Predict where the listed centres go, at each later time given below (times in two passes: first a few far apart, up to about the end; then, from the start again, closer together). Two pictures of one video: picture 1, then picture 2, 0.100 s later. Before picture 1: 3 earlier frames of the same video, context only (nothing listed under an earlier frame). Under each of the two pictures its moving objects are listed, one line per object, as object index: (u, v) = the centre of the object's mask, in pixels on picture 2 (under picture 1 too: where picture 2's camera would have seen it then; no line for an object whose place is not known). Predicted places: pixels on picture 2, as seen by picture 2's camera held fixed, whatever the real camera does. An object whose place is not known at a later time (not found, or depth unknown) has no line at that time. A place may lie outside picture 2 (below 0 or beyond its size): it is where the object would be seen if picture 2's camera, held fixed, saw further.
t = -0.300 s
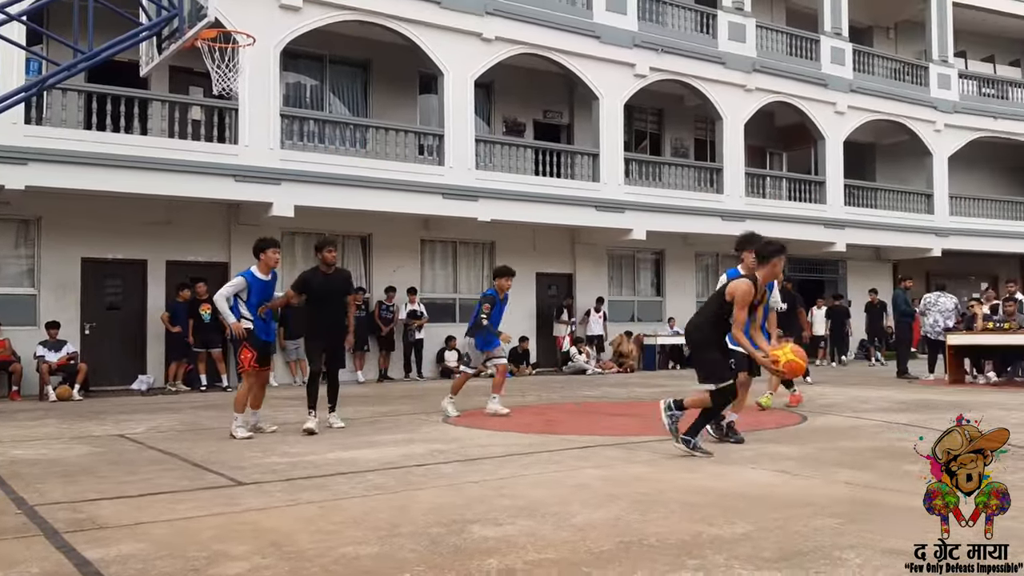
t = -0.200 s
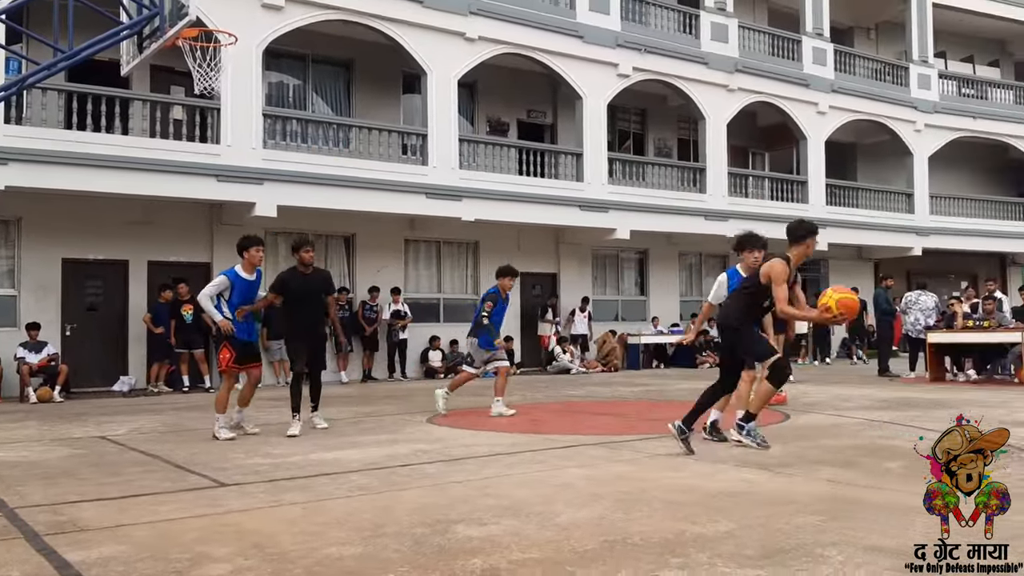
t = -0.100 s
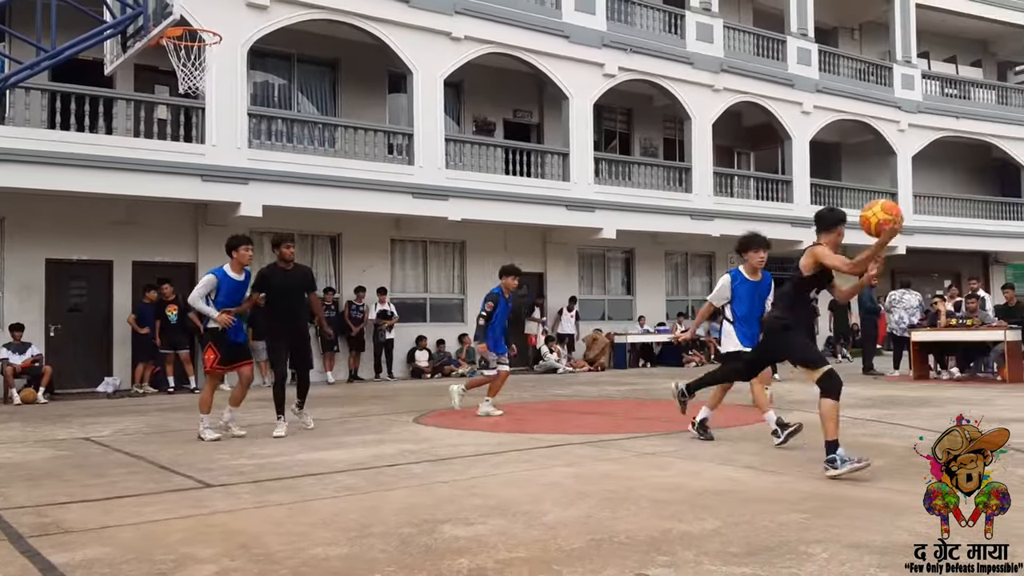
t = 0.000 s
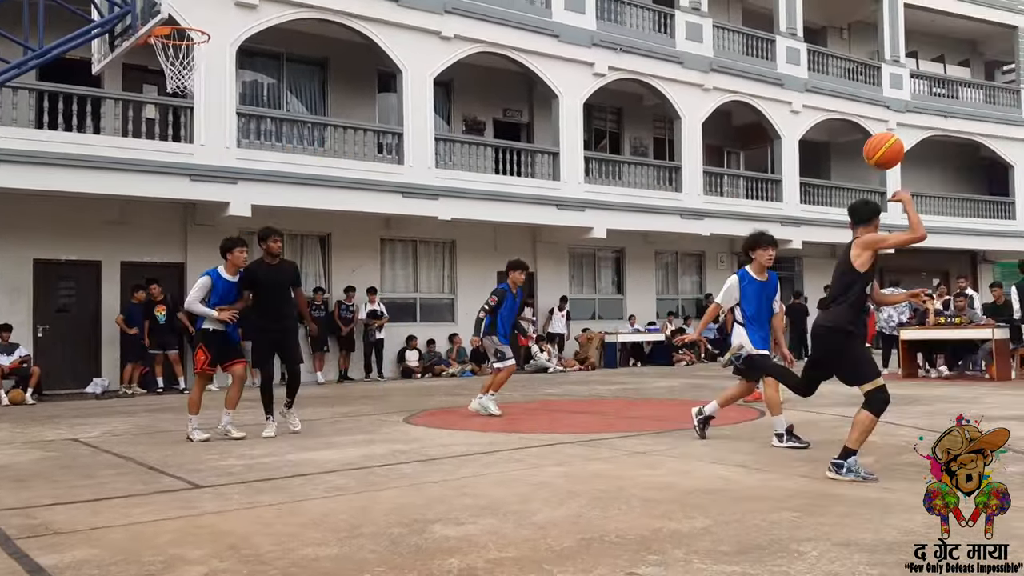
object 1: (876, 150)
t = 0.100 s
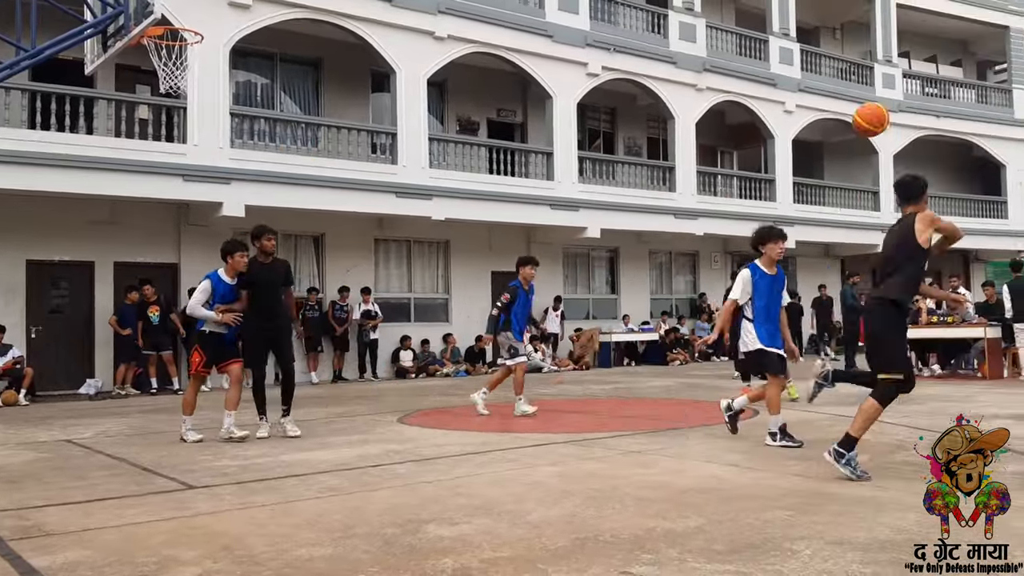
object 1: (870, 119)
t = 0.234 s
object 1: (865, 104)
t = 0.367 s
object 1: (861, 110)
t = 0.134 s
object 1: (868, 114)
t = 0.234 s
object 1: (865, 104)
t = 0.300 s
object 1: (863, 105)
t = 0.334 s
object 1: (862, 107)
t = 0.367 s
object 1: (861, 110)
